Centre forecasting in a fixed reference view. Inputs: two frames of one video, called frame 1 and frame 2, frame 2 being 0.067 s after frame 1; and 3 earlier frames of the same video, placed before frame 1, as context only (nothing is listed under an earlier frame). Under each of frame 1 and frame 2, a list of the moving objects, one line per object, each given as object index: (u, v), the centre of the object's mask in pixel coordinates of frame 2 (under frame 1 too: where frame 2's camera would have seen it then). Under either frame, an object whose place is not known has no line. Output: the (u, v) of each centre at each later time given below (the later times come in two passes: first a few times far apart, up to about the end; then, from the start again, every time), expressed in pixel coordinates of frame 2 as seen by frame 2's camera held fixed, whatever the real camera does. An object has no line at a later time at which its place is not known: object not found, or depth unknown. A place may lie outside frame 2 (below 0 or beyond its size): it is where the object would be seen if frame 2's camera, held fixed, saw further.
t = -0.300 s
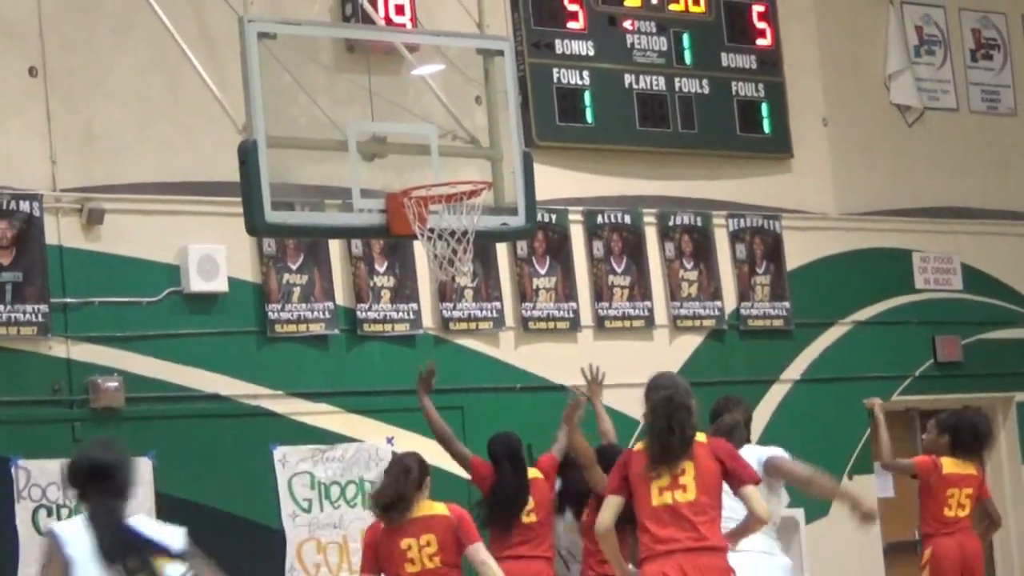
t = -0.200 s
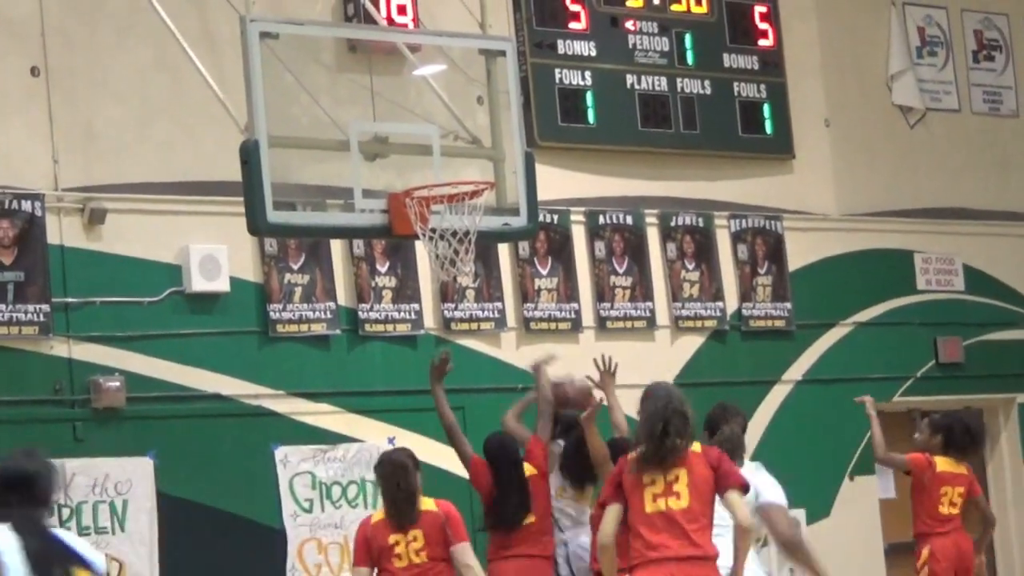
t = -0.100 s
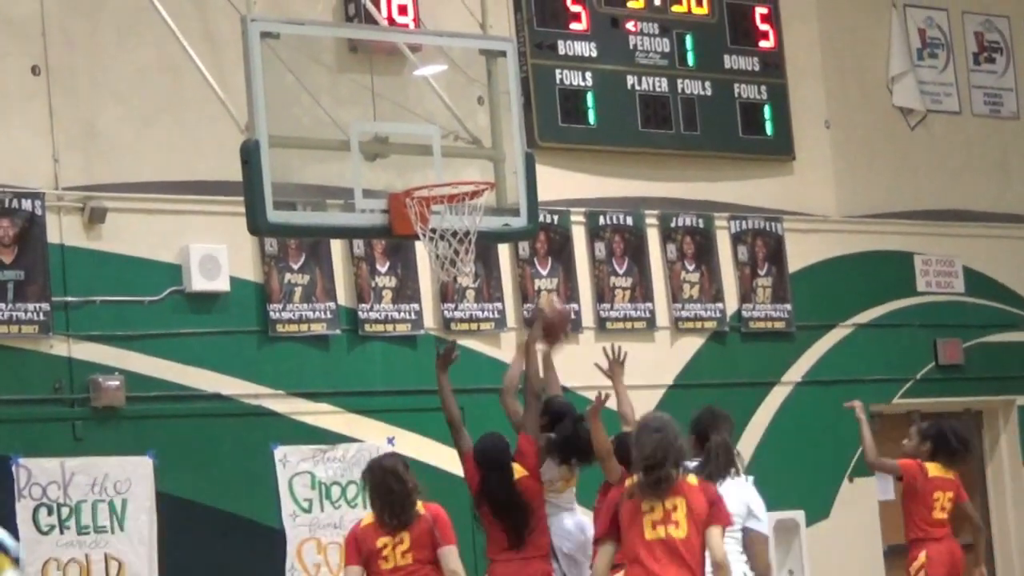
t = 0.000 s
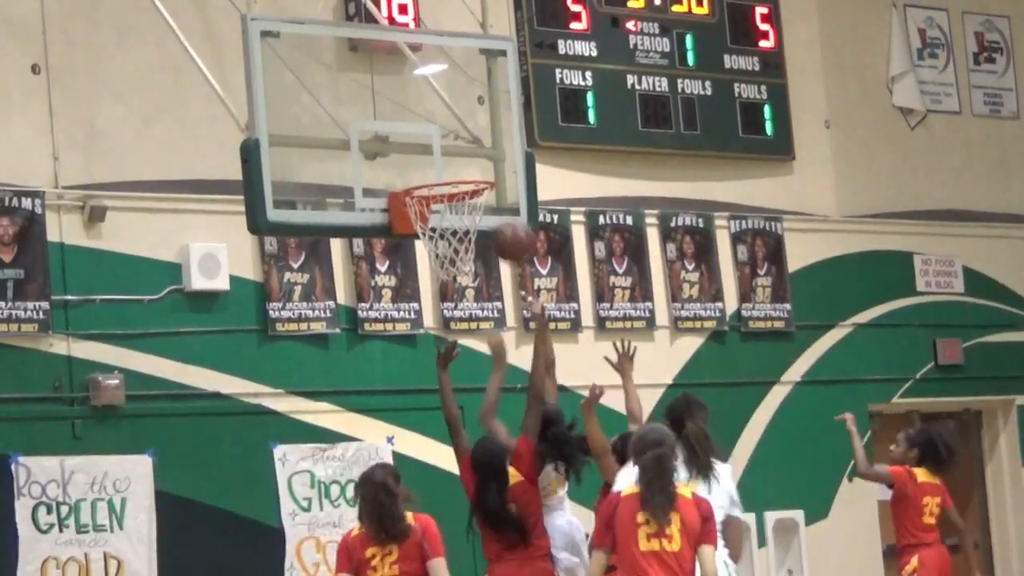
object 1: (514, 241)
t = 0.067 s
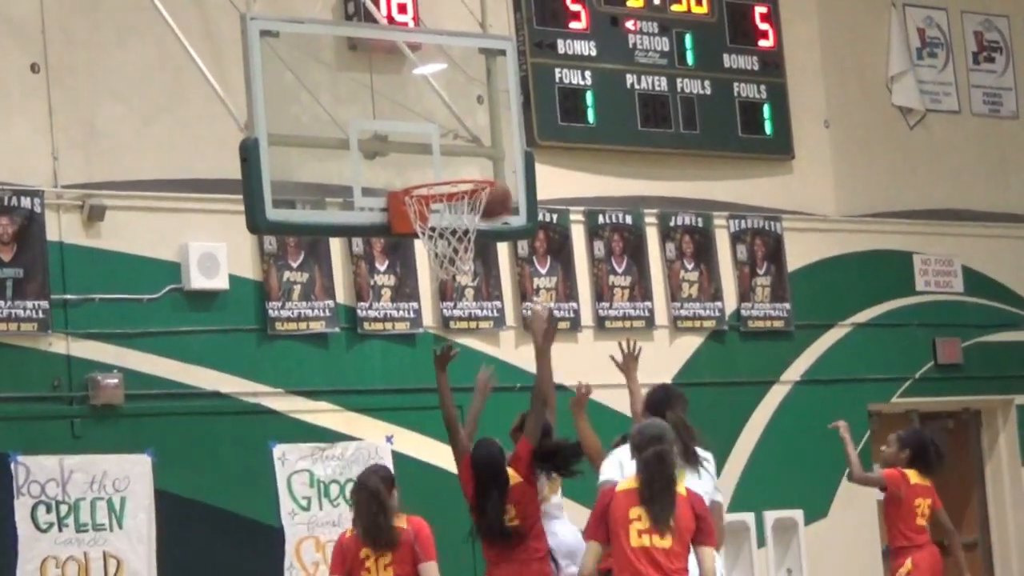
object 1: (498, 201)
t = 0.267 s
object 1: (438, 134)
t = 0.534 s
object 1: (423, 173)
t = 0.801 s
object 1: (492, 224)
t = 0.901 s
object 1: (489, 239)
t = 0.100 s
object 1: (479, 175)
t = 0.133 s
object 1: (466, 165)
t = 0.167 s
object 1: (455, 152)
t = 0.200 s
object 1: (445, 142)
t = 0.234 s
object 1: (441, 137)
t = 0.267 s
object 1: (438, 134)
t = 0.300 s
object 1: (436, 133)
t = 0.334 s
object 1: (434, 133)
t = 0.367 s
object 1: (432, 136)
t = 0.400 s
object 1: (430, 141)
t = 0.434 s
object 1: (429, 147)
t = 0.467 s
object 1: (426, 156)
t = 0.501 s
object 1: (425, 165)
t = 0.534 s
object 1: (423, 173)
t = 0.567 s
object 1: (435, 174)
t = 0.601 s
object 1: (446, 190)
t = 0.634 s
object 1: (460, 199)
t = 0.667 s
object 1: (473, 207)
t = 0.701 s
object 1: (480, 213)
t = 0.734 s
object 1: (486, 218)
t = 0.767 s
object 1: (489, 223)
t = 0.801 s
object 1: (492, 224)
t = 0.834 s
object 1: (490, 228)
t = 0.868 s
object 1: (490, 233)
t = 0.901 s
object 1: (489, 239)
